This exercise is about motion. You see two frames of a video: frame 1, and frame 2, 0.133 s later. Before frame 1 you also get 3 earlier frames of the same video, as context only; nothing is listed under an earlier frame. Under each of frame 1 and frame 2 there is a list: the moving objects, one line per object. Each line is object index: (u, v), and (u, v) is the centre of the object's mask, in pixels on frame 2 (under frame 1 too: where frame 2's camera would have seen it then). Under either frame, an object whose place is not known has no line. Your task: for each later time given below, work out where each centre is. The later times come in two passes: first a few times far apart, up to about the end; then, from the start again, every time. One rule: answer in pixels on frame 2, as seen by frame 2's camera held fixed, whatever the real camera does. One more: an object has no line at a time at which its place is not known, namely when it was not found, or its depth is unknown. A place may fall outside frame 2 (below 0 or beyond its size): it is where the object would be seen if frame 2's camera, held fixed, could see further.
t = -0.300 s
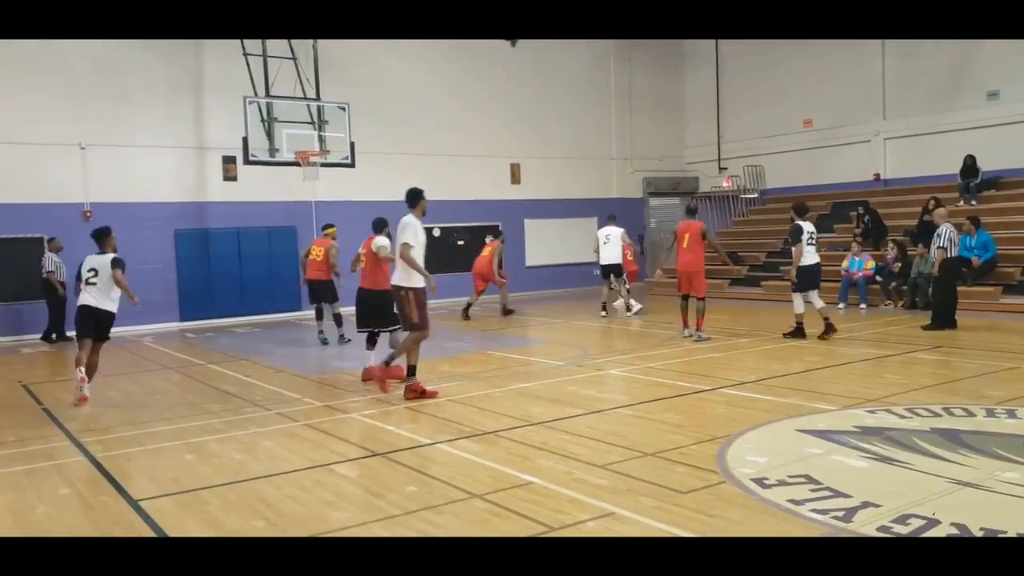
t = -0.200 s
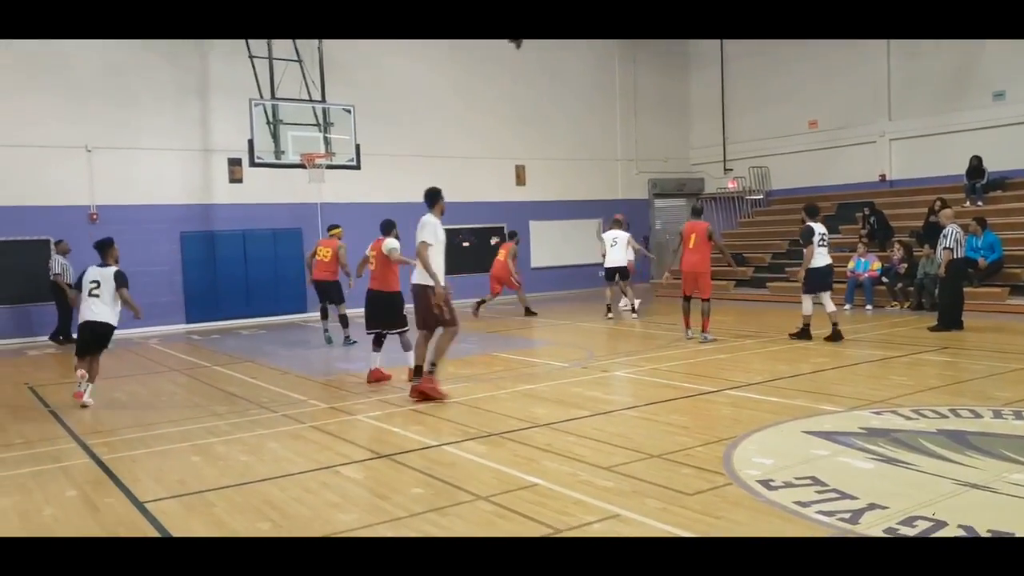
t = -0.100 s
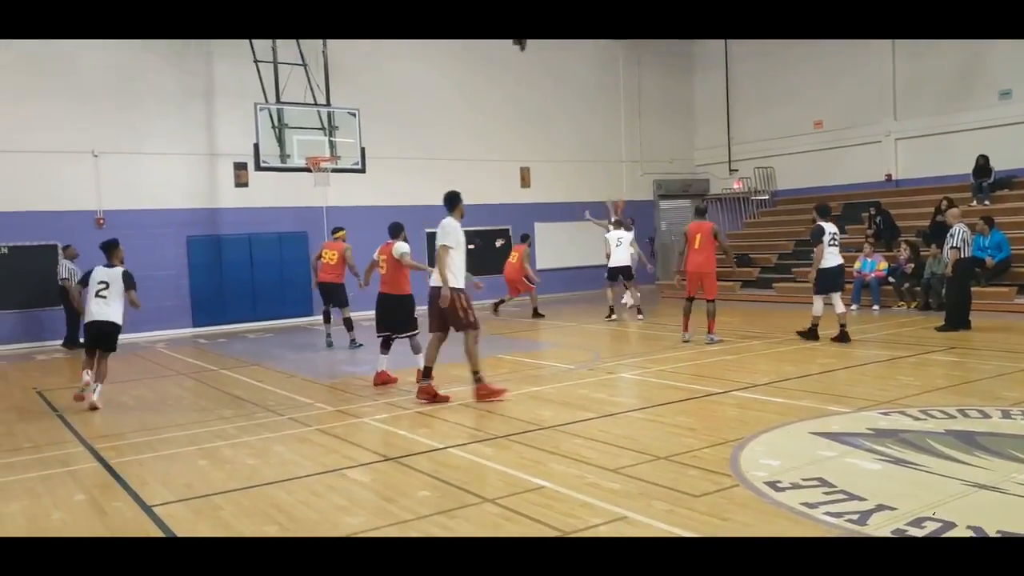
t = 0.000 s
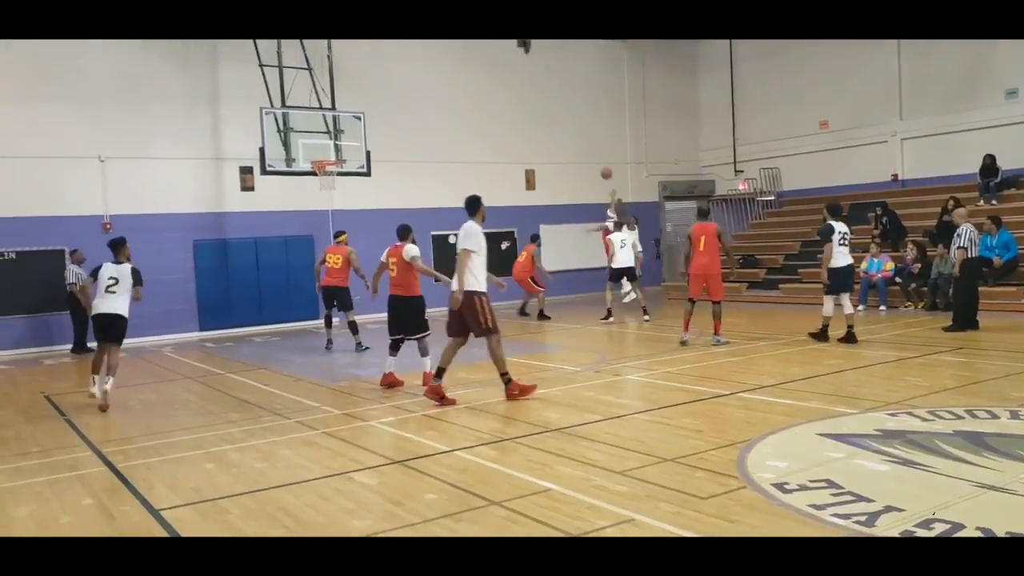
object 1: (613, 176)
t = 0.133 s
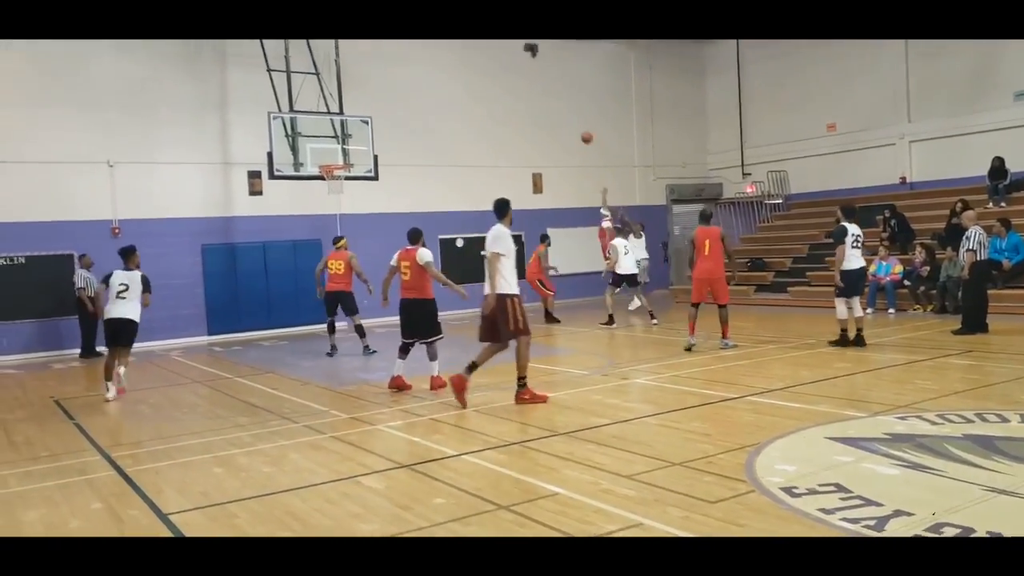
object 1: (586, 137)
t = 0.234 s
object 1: (566, 113)
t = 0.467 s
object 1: (517, 73)
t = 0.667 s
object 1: (474, 61)
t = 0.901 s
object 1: (423, 74)
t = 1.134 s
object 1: (372, 116)
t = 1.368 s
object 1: (331, 170)
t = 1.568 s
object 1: (351, 183)
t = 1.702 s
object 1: (355, 196)
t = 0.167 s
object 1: (579, 129)
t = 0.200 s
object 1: (573, 120)
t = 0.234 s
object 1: (566, 113)
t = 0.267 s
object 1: (559, 106)
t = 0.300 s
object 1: (552, 99)
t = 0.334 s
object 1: (545, 92)
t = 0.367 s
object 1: (538, 87)
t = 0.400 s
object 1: (531, 82)
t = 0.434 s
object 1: (524, 78)
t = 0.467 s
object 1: (517, 73)
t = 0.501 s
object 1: (510, 70)
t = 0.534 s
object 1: (503, 67)
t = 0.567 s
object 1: (496, 65)
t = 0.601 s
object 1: (489, 63)
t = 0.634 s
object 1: (481, 62)
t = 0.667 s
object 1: (474, 61)
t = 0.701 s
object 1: (467, 61)
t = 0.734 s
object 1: (459, 61)
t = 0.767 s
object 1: (452, 62)
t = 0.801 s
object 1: (445, 64)
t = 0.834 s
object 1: (438, 67)
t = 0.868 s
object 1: (430, 70)
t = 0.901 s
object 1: (423, 74)
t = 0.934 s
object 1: (416, 78)
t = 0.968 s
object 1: (409, 83)
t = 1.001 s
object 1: (401, 88)
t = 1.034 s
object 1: (394, 94)
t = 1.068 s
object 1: (387, 101)
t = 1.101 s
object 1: (379, 108)
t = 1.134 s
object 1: (372, 116)
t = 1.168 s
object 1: (365, 126)
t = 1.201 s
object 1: (358, 135)
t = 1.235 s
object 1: (351, 145)
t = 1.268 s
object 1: (344, 155)
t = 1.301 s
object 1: (336, 163)
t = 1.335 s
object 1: (330, 168)
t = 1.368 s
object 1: (331, 170)
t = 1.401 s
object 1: (333, 172)
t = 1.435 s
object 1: (336, 172)
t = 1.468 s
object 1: (341, 176)
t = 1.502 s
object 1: (346, 180)
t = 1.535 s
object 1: (349, 182)
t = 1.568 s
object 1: (351, 183)
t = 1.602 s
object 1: (352, 186)
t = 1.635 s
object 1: (353, 189)
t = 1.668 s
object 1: (354, 192)
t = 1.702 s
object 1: (355, 196)
